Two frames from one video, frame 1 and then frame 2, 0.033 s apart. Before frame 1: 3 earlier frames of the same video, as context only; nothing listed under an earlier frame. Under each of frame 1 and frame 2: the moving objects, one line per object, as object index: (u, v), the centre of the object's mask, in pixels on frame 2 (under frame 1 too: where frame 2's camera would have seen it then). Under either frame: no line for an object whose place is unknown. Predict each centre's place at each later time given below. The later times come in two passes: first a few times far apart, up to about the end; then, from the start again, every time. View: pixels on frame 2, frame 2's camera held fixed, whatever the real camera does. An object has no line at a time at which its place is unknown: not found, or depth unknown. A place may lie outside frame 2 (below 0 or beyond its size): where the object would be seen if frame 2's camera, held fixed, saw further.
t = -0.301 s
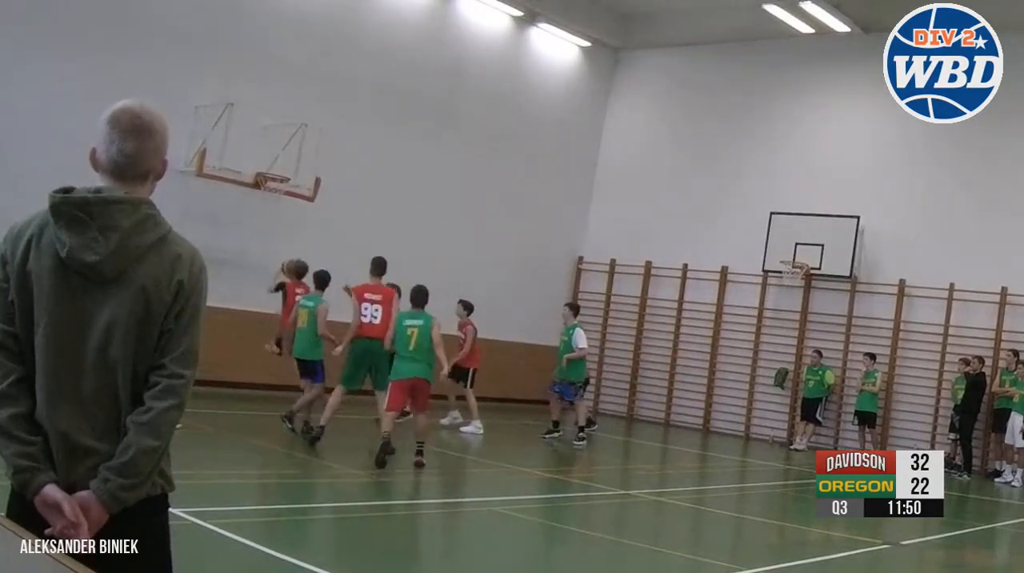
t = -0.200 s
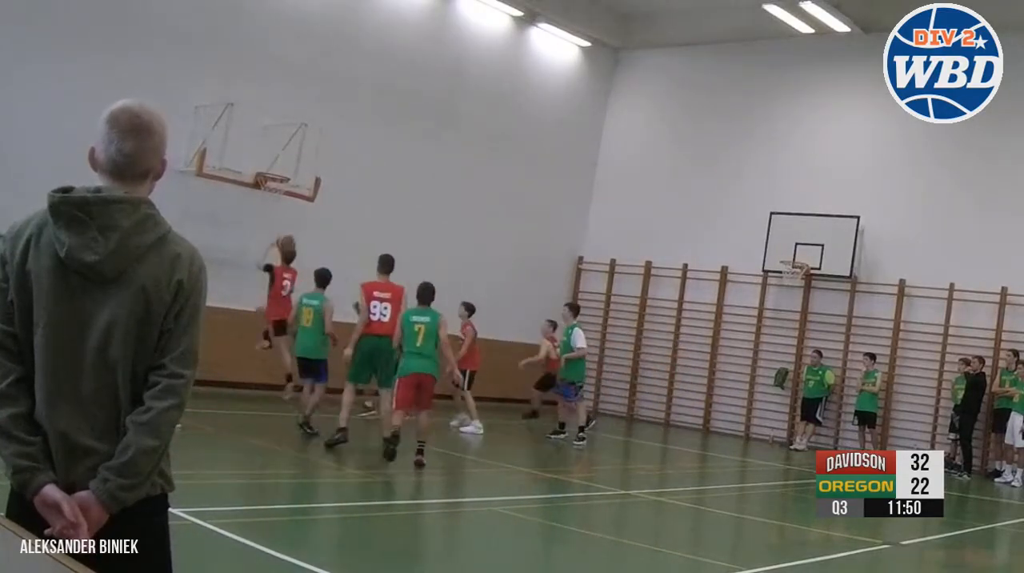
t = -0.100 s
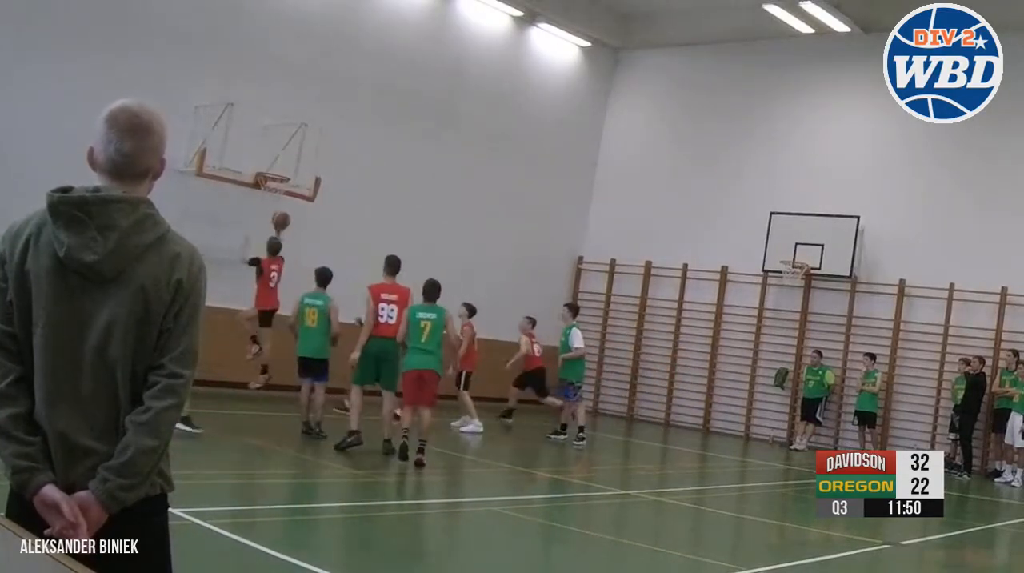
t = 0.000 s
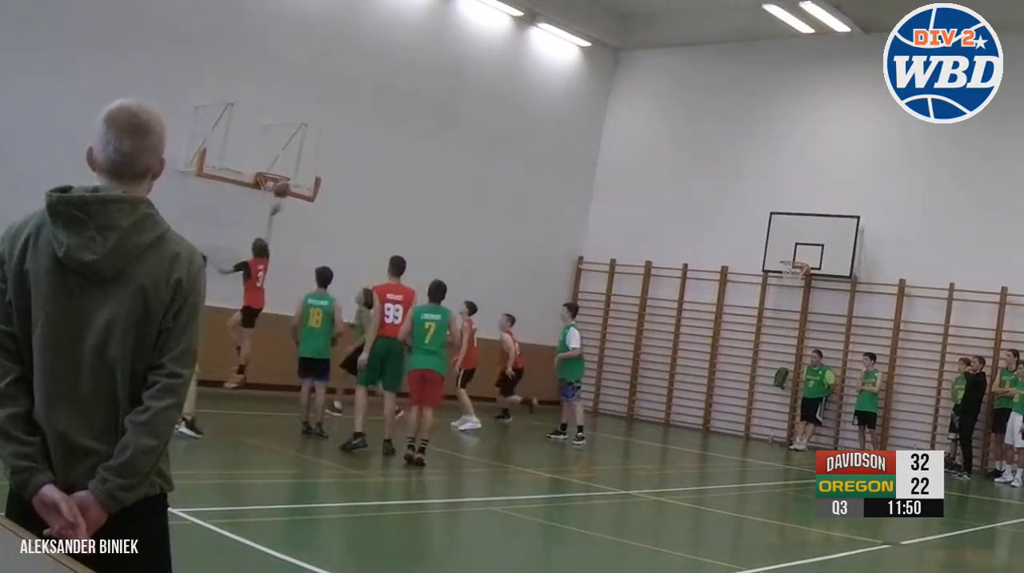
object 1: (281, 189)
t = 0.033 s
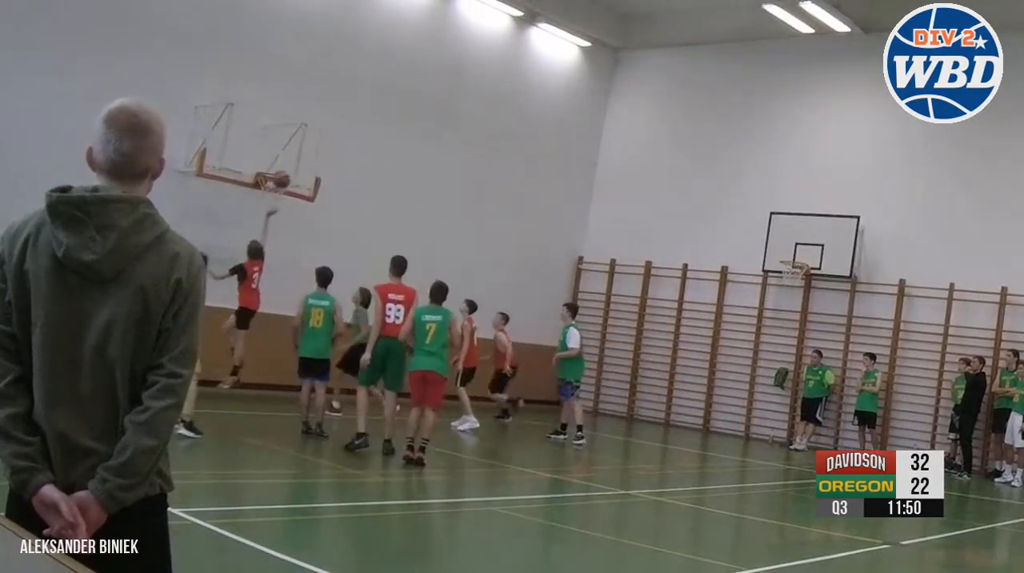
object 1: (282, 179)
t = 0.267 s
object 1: (278, 143)
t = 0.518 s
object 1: (267, 148)
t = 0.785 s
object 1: (274, 186)
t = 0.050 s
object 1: (281, 175)
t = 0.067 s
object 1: (281, 171)
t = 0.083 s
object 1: (281, 167)
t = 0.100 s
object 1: (281, 164)
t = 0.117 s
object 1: (280, 161)
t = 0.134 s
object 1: (281, 158)
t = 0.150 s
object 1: (280, 155)
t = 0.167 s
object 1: (280, 153)
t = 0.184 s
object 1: (280, 151)
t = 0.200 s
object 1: (279, 149)
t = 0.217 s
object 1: (279, 147)
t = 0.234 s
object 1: (278, 145)
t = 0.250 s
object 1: (278, 144)
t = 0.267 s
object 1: (278, 143)
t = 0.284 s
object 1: (277, 142)
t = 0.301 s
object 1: (277, 141)
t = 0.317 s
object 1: (276, 140)
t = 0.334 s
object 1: (275, 140)
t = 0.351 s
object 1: (275, 140)
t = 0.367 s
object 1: (274, 140)
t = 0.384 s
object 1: (273, 140)
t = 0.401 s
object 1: (273, 140)
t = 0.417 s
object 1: (272, 141)
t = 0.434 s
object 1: (271, 141)
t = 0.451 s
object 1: (271, 142)
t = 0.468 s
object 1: (270, 143)
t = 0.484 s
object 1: (269, 145)
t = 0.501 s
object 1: (268, 146)
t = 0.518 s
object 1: (267, 148)
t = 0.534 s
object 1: (266, 150)
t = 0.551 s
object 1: (265, 152)
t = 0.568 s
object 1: (264, 154)
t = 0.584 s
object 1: (265, 156)
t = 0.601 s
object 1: (266, 158)
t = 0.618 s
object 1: (267, 159)
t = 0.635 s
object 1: (268, 161)
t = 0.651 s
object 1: (268, 164)
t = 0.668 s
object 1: (269, 165)
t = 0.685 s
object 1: (270, 168)
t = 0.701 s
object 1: (271, 172)
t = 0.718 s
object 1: (274, 173)
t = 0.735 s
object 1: (276, 176)
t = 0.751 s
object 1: (275, 181)
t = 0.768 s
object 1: (274, 182)
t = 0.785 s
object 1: (274, 186)
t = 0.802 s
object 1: (273, 192)
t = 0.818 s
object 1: (273, 199)
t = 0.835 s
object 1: (273, 202)
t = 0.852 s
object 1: (274, 207)
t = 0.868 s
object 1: (274, 212)
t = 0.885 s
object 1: (274, 217)
